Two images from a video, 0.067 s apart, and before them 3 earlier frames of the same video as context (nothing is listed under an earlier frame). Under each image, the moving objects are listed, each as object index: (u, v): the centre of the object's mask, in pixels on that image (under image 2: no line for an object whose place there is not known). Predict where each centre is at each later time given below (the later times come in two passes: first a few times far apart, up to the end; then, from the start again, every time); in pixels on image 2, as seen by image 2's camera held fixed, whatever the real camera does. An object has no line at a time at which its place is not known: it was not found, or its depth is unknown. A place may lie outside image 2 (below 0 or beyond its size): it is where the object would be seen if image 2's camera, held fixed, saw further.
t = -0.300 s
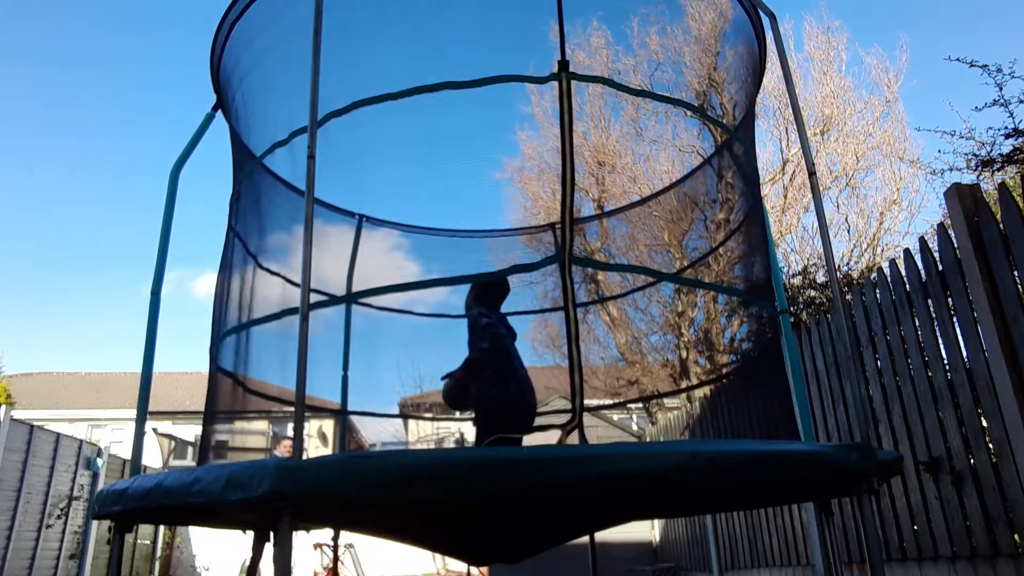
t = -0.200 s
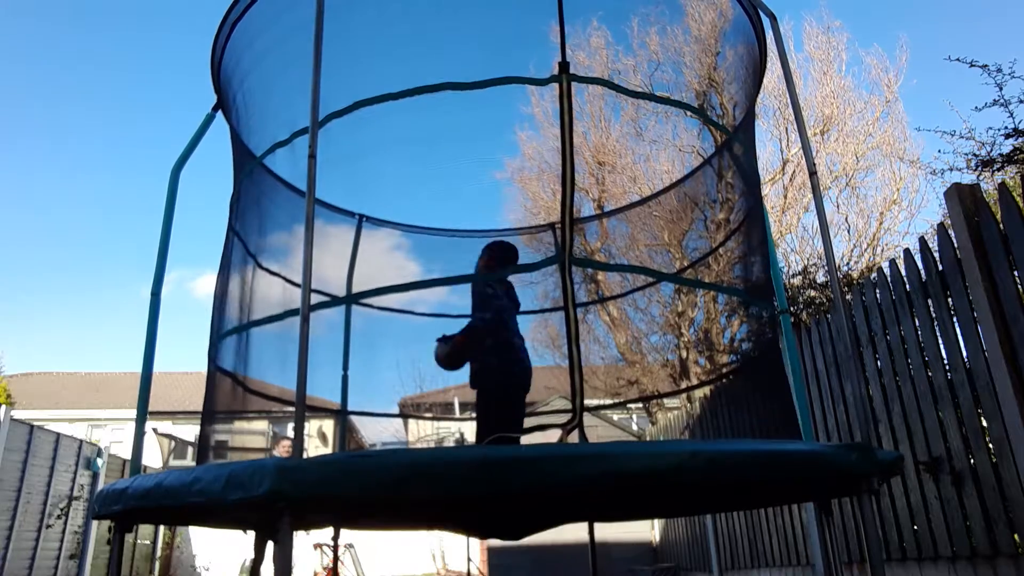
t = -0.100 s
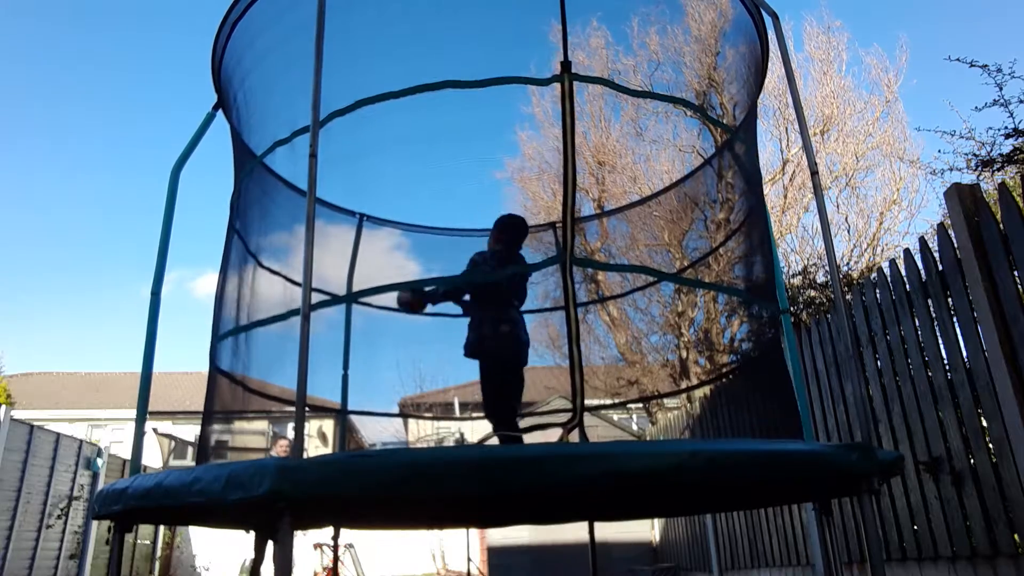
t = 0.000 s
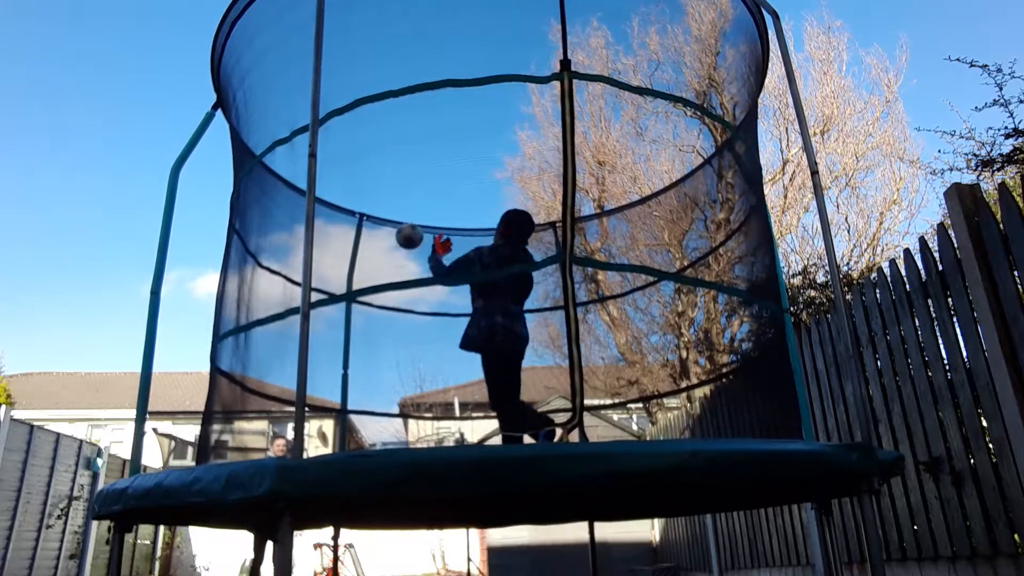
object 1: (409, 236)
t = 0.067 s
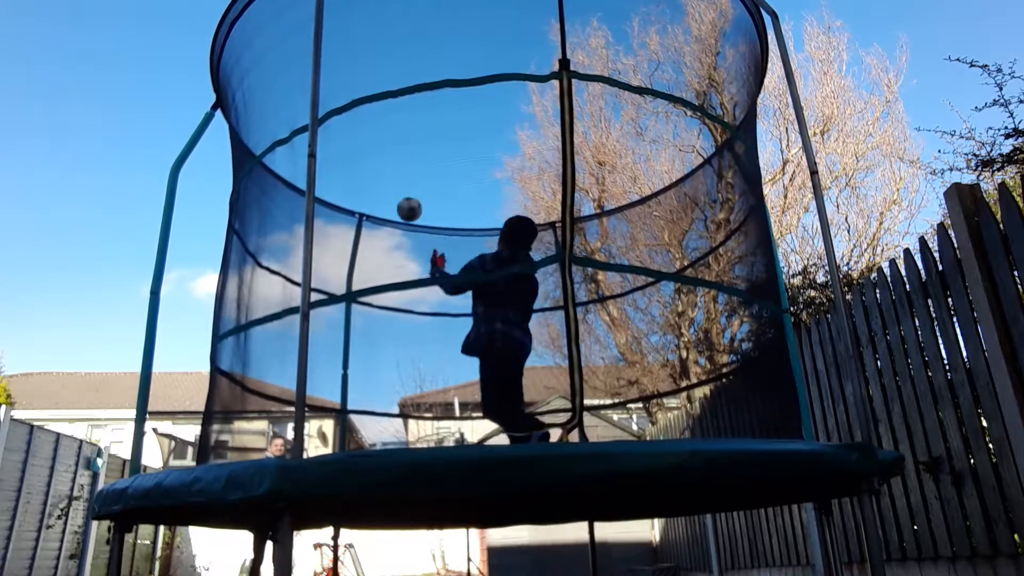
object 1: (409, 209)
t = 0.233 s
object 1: (407, 183)
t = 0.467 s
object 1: (405, 207)
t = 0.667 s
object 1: (404, 268)
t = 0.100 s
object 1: (409, 200)
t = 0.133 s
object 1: (408, 193)
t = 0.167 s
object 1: (408, 188)
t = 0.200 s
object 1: (408, 185)
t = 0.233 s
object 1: (407, 183)
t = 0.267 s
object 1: (407, 182)
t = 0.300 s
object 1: (407, 183)
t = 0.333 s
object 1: (406, 186)
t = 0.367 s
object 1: (406, 189)
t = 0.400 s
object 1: (406, 194)
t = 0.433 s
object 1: (405, 200)
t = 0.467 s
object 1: (405, 207)
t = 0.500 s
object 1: (405, 215)
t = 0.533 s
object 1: (404, 223)
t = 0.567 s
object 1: (404, 234)
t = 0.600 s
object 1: (404, 244)
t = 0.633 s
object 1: (404, 256)
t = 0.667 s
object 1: (404, 268)
